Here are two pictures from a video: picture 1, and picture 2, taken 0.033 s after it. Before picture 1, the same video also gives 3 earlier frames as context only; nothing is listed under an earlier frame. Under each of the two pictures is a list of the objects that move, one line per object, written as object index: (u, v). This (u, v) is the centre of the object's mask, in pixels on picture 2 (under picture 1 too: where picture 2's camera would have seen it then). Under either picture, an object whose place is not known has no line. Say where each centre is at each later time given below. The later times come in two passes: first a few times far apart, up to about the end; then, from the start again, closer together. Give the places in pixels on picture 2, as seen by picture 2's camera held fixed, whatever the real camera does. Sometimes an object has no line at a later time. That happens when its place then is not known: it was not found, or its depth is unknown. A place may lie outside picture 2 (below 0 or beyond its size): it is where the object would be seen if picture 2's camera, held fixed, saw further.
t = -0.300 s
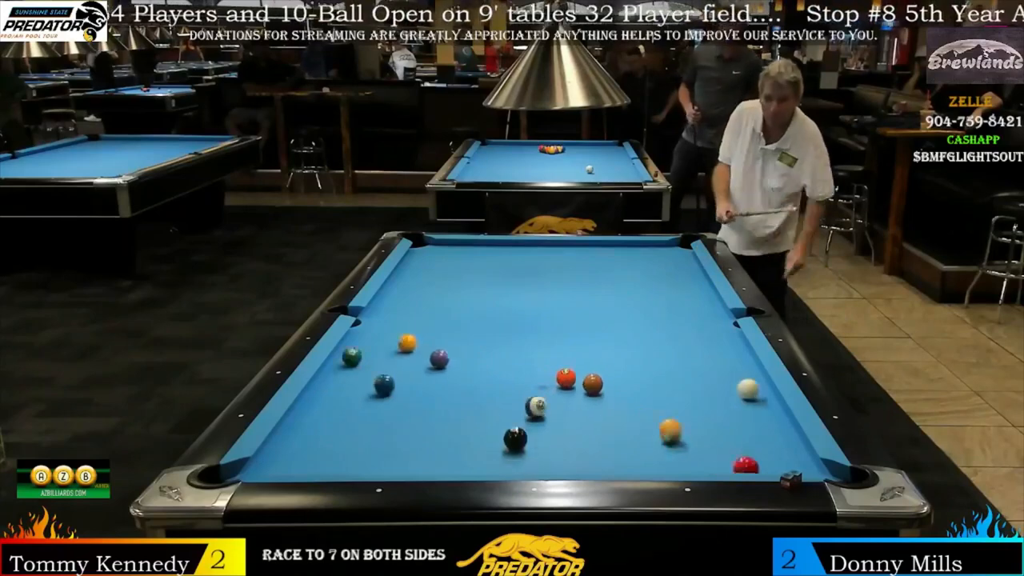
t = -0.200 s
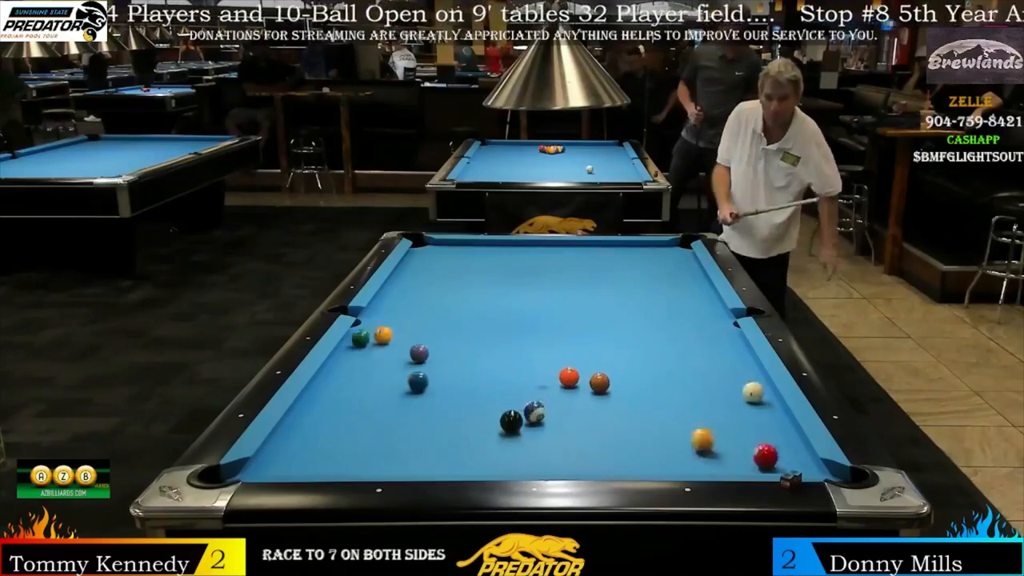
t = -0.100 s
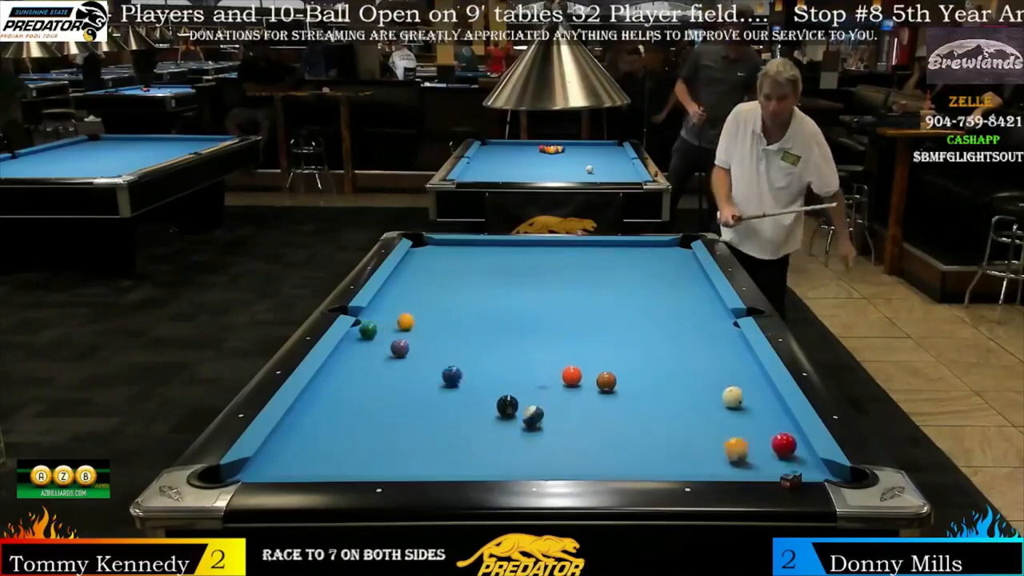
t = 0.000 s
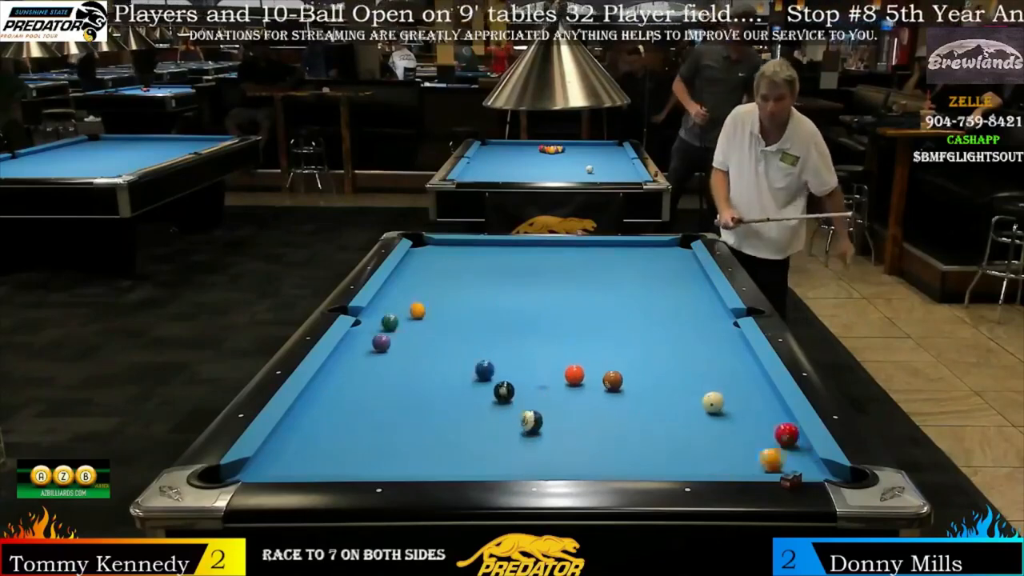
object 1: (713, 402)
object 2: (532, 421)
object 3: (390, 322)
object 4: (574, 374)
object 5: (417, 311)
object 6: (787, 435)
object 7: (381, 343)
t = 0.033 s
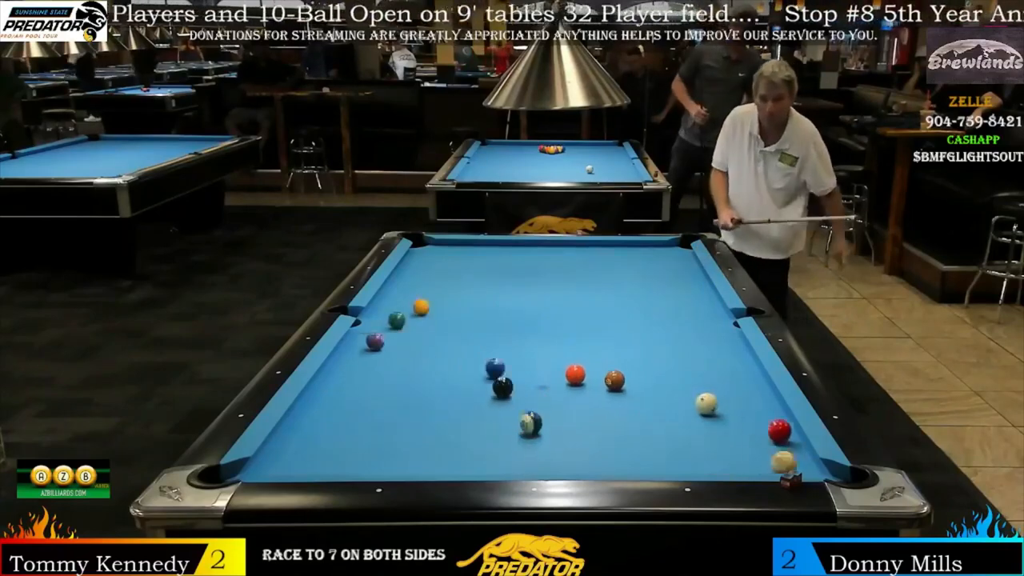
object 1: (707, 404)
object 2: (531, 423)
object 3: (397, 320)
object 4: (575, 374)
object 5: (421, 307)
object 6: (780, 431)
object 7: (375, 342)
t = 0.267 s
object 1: (660, 416)
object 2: (527, 433)
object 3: (442, 304)
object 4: (580, 372)
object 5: (442, 286)
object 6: (732, 409)
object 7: (371, 331)
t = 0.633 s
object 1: (584, 435)
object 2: (523, 449)
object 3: (500, 284)
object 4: (586, 370)
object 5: (469, 258)
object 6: (671, 379)
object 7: (426, 317)
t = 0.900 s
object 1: (529, 446)
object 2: (520, 460)
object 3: (536, 270)
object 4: (588, 369)
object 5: (485, 242)
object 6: (671, 366)
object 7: (461, 309)
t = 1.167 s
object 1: (474, 457)
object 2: (515, 464)
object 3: (567, 260)
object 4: (589, 368)
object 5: (490, 252)
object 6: (672, 356)
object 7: (492, 302)
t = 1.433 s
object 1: (423, 462)
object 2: (513, 455)
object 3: (594, 249)
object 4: (588, 369)
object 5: (494, 264)
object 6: (674, 347)
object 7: (521, 294)
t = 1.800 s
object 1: (359, 466)
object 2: (511, 443)
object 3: (630, 247)
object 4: (588, 368)
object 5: (501, 281)
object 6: (676, 335)
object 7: (555, 286)
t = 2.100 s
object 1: (320, 464)
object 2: (509, 435)
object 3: (661, 255)
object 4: (588, 368)
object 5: (508, 297)
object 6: (677, 327)
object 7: (580, 279)
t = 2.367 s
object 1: (290, 462)
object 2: (508, 429)
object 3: (689, 261)
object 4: (588, 368)
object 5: (514, 311)
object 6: (678, 322)
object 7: (600, 274)
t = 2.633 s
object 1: (262, 461)
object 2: (508, 424)
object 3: (682, 266)
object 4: (588, 368)
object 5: (521, 327)
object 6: (679, 316)
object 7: (618, 270)
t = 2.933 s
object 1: (276, 462)
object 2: (507, 420)
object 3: (666, 272)
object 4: (588, 368)
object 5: (530, 347)
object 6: (680, 311)
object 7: (637, 265)
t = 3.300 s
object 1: (291, 462)
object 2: (506, 417)
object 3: (646, 279)
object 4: (588, 368)
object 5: (541, 373)
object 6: (681, 306)
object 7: (657, 260)
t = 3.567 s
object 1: (299, 462)
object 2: (505, 415)
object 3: (633, 284)
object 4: (588, 368)
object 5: (550, 394)
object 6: (681, 302)
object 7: (671, 256)
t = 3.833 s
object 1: (304, 463)
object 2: (505, 415)
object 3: (619, 289)
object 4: (588, 368)
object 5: (559, 417)
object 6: (682, 300)
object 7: (682, 254)
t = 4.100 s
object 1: (307, 463)
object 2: (505, 415)
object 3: (606, 294)
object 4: (588, 368)
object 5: (569, 441)
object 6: (683, 298)
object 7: (685, 251)
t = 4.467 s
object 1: (307, 463)
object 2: (505, 415)
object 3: (589, 300)
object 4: (588, 368)
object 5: (582, 463)
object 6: (683, 295)
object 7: (675, 250)
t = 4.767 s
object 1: (307, 463)
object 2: (505, 415)
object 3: (575, 305)
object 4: (588, 368)
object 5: (588, 447)
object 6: (683, 294)
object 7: (668, 248)
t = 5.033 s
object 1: (307, 463)
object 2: (505, 415)
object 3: (564, 309)
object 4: (588, 368)
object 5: (592, 432)
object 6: (682, 293)
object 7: (663, 247)
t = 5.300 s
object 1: (307, 463)
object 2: (505, 415)
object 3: (553, 313)
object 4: (588, 368)
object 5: (596, 419)
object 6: (682, 293)
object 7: (659, 246)
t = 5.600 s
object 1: (307, 463)
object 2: (505, 415)
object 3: (542, 316)
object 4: (588, 368)
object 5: (600, 406)
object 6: (682, 293)
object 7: (657, 245)
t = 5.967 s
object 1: (307, 463)
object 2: (505, 415)
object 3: (531, 320)
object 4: (588, 368)
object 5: (604, 394)
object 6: (682, 293)
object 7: (655, 245)
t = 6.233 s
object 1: (307, 463)
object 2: (505, 415)
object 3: (523, 323)
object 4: (588, 368)
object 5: (605, 386)
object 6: (682, 293)
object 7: (655, 245)
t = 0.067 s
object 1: (700, 405)
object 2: (530, 424)
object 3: (403, 318)
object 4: (576, 373)
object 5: (424, 304)
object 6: (772, 428)
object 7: (369, 340)
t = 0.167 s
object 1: (680, 410)
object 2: (528, 429)
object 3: (423, 311)
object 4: (578, 373)
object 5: (433, 294)
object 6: (752, 418)
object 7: (354, 335)
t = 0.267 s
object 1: (660, 416)
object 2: (527, 433)
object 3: (442, 304)
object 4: (580, 372)
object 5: (442, 286)
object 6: (732, 409)
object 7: (371, 331)
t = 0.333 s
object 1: (647, 419)
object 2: (526, 436)
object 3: (453, 300)
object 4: (581, 372)
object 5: (448, 280)
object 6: (720, 403)
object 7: (382, 328)
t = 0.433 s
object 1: (626, 425)
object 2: (525, 441)
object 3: (470, 294)
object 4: (583, 371)
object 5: (456, 272)
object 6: (703, 395)
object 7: (397, 325)
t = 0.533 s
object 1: (606, 430)
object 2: (524, 445)
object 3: (485, 289)
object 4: (584, 370)
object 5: (462, 265)
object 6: (687, 386)
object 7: (412, 321)
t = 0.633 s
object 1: (584, 435)
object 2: (523, 449)
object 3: (500, 284)
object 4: (586, 370)
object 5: (469, 258)
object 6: (671, 379)
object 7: (426, 317)
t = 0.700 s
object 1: (570, 439)
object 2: (521, 452)
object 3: (509, 280)
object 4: (586, 369)
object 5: (473, 254)
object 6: (669, 375)
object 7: (435, 315)
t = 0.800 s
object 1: (549, 445)
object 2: (521, 457)
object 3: (523, 275)
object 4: (587, 369)
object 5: (479, 248)
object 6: (670, 371)
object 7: (448, 312)
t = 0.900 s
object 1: (529, 446)
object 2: (520, 460)
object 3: (536, 270)
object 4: (588, 369)
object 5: (485, 242)
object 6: (671, 366)
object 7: (461, 309)
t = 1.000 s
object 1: (506, 451)
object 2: (516, 464)
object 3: (548, 266)
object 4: (588, 368)
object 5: (487, 245)
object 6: (671, 362)
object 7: (473, 307)
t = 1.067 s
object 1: (493, 454)
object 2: (516, 465)
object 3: (555, 263)
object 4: (588, 368)
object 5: (488, 249)
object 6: (671, 359)
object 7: (481, 304)
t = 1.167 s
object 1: (474, 457)
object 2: (515, 464)
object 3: (567, 260)
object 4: (589, 368)
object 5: (490, 252)
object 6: (672, 356)
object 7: (492, 302)
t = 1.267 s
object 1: (455, 460)
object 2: (514, 461)
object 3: (577, 256)
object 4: (589, 368)
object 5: (492, 257)
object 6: (673, 352)
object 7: (503, 299)
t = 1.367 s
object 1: (436, 461)
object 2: (513, 457)
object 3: (587, 252)
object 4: (588, 369)
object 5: (493, 261)
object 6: (673, 349)
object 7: (514, 296)
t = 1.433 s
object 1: (423, 462)
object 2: (513, 455)
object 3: (594, 249)
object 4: (588, 369)
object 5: (494, 264)
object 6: (674, 347)
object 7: (521, 294)
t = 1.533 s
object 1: (404, 464)
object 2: (513, 452)
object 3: (603, 246)
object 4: (588, 368)
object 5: (496, 268)
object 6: (674, 343)
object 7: (530, 292)
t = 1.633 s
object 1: (385, 465)
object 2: (512, 449)
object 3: (613, 243)
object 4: (588, 368)
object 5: (499, 273)
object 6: (675, 340)
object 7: (540, 289)
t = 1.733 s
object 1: (367, 466)
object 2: (511, 445)
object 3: (623, 247)
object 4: (588, 368)
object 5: (500, 278)
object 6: (676, 337)
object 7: (549, 287)
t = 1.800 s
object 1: (359, 466)
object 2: (511, 443)
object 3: (630, 247)
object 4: (588, 368)
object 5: (501, 281)
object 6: (676, 335)
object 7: (555, 286)
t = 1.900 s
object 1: (345, 465)
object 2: (510, 440)
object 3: (640, 249)
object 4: (588, 368)
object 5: (503, 286)
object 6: (676, 333)
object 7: (564, 284)
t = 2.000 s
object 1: (333, 464)
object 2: (510, 438)
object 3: (650, 252)
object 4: (588, 368)
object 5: (506, 291)
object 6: (677, 330)
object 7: (572, 281)
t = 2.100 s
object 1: (320, 464)
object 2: (509, 435)
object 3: (661, 255)
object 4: (588, 368)
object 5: (508, 297)
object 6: (677, 327)
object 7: (580, 279)
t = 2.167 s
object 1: (312, 464)
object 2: (509, 433)
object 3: (668, 256)
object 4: (588, 368)
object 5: (509, 300)
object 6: (677, 326)
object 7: (585, 278)
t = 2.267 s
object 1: (301, 463)
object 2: (508, 432)
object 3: (679, 259)
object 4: (588, 368)
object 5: (511, 306)
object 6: (678, 324)
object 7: (593, 276)
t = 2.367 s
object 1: (290, 462)
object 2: (508, 429)
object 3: (689, 261)
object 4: (588, 368)
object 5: (514, 311)
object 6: (678, 322)
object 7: (600, 274)
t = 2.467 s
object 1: (279, 462)
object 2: (508, 427)
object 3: (690, 263)
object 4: (588, 368)
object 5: (516, 317)
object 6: (678, 319)
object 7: (607, 273)
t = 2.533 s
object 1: (272, 461)
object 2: (508, 426)
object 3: (687, 264)
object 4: (588, 368)
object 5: (519, 320)
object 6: (679, 318)
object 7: (612, 272)
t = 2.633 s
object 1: (262, 461)
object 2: (508, 424)
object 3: (682, 266)
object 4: (588, 368)
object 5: (521, 327)
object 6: (679, 316)
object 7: (618, 270)
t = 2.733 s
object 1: (267, 461)
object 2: (508, 423)
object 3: (677, 268)
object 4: (588, 368)
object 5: (524, 334)
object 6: (680, 314)
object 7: (625, 268)
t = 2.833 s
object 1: (271, 462)
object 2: (508, 421)
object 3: (671, 270)
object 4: (588, 368)
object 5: (527, 339)
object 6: (680, 313)
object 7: (631, 267)
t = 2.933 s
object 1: (276, 462)
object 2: (507, 420)
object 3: (666, 272)
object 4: (588, 368)
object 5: (530, 347)
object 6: (680, 311)
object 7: (637, 265)
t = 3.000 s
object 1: (279, 462)
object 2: (507, 419)
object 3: (662, 273)
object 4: (588, 368)
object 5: (532, 351)
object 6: (680, 310)
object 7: (641, 264)
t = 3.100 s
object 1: (283, 462)
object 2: (507, 418)
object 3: (657, 275)
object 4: (588, 368)
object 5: (535, 358)
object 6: (681, 309)
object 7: (646, 263)
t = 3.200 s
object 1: (288, 462)
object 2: (506, 417)
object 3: (651, 277)
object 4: (588, 368)
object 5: (538, 366)
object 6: (681, 307)
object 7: (652, 262)
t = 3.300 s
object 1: (291, 462)
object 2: (506, 417)
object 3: (646, 279)
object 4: (588, 368)
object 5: (541, 373)
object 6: (681, 306)
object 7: (657, 260)
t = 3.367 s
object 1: (293, 462)
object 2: (506, 416)
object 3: (643, 281)
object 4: (588, 368)
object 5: (543, 378)
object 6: (681, 305)
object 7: (661, 259)
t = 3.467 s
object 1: (296, 462)
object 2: (505, 416)
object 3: (638, 282)
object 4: (588, 368)
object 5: (546, 386)
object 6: (681, 304)
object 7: (665, 258)
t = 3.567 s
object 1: (299, 462)
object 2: (505, 415)
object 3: (633, 284)
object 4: (588, 368)
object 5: (550, 394)
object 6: (681, 302)
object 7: (671, 256)
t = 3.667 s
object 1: (301, 463)
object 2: (505, 415)
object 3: (627, 286)
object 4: (588, 368)
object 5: (553, 402)
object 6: (682, 301)
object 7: (675, 256)
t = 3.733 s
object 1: (303, 463)
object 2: (505, 415)
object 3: (624, 287)
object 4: (588, 368)
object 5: (555, 408)
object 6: (682, 301)
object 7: (678, 255)
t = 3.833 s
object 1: (304, 463)
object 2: (505, 415)
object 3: (619, 289)
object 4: (588, 368)
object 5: (559, 417)
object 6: (682, 300)
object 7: (682, 254)
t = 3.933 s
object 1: (306, 463)
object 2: (505, 415)
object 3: (614, 291)
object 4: (588, 368)
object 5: (563, 426)
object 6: (683, 299)
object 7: (686, 253)
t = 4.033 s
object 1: (307, 463)
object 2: (505, 415)
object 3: (609, 292)
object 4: (588, 368)
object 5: (566, 435)
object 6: (683, 298)
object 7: (687, 252)
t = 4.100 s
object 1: (307, 463)
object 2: (505, 415)
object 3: (606, 294)
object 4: (588, 368)
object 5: (569, 441)
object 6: (683, 298)
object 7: (685, 251)
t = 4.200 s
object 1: (308, 463)
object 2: (505, 415)
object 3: (601, 296)
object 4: (588, 368)
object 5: (573, 451)
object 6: (683, 297)
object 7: (682, 251)
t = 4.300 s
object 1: (307, 463)
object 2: (505, 415)
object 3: (596, 297)
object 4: (588, 368)
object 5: (577, 460)
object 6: (683, 296)
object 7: (679, 250)
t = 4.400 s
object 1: (307, 463)
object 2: (505, 415)
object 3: (592, 299)
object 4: (588, 368)
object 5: (581, 466)
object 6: (683, 296)
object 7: (676, 250)
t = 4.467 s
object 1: (307, 463)
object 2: (505, 415)
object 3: (589, 300)
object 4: (588, 368)
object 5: (582, 463)
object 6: (683, 295)
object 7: (675, 250)
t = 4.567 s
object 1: (307, 463)
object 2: (505, 415)
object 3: (584, 302)
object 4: (588, 368)
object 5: (585, 459)
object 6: (683, 295)
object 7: (672, 249)
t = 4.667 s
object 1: (307, 463)
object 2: (505, 415)
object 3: (580, 303)
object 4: (588, 368)
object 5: (587, 453)
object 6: (683, 294)
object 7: (670, 248)
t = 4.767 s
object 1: (307, 463)
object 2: (505, 415)
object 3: (575, 305)
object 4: (588, 368)
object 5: (588, 447)
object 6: (683, 294)
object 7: (668, 248)
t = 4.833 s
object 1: (307, 463)
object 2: (505, 415)
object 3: (572, 306)
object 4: (588, 368)
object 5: (589, 443)
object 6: (683, 294)
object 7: (666, 248)
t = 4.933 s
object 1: (307, 463)
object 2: (505, 415)
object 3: (568, 307)
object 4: (588, 368)
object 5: (591, 437)
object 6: (683, 293)
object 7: (665, 247)
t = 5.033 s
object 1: (307, 463)
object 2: (505, 415)
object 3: (564, 309)
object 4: (588, 368)
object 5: (592, 432)
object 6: (682, 293)
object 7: (663, 247)
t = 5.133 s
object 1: (307, 463)
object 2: (505, 415)
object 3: (560, 310)
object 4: (588, 368)
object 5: (594, 426)
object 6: (682, 293)
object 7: (662, 246)
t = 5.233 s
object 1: (307, 463)
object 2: (505, 415)
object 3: (556, 312)
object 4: (588, 368)
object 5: (595, 423)
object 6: (682, 293)
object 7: (660, 246)
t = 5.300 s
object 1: (307, 463)
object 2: (505, 415)
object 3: (553, 313)
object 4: (588, 368)
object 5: (596, 419)
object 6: (682, 293)
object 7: (659, 246)
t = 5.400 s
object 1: (307, 463)
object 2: (505, 415)
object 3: (550, 314)
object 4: (588, 368)
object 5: (598, 414)
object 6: (682, 293)
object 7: (658, 245)
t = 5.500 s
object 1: (307, 463)
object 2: (505, 415)
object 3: (546, 315)
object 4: (588, 368)
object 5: (599, 410)
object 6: (682, 293)
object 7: (657, 245)
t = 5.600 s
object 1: (307, 463)
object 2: (505, 415)
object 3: (542, 316)
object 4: (588, 368)
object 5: (600, 406)
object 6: (682, 293)
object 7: (657, 245)
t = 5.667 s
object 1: (307, 463)
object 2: (505, 415)
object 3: (540, 317)
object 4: (588, 368)
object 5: (600, 404)
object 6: (682, 293)
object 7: (656, 245)
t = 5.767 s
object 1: (307, 463)
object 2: (505, 415)
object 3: (537, 318)
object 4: (588, 368)
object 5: (602, 400)
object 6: (682, 293)
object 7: (656, 245)
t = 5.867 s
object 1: (307, 463)
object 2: (505, 415)
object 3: (534, 319)
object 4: (588, 368)
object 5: (603, 397)
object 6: (682, 293)
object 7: (655, 245)
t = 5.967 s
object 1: (307, 463)
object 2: (505, 415)
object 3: (531, 320)
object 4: (588, 368)
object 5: (604, 394)
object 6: (682, 293)
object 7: (655, 245)
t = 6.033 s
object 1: (307, 463)
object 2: (505, 415)
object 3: (529, 321)
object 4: (588, 368)
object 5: (604, 392)
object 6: (682, 293)
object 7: (655, 245)
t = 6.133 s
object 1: (307, 463)
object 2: (505, 415)
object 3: (526, 322)
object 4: (588, 368)
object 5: (605, 389)
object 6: (682, 293)
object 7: (655, 245)
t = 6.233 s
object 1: (307, 463)
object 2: (505, 415)
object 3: (523, 323)
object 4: (588, 368)
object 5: (605, 386)
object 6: (682, 293)
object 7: (655, 245)
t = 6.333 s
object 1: (307, 463)
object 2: (505, 415)
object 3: (521, 324)
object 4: (588, 368)
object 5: (606, 383)
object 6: (682, 293)
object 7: (654, 245)
